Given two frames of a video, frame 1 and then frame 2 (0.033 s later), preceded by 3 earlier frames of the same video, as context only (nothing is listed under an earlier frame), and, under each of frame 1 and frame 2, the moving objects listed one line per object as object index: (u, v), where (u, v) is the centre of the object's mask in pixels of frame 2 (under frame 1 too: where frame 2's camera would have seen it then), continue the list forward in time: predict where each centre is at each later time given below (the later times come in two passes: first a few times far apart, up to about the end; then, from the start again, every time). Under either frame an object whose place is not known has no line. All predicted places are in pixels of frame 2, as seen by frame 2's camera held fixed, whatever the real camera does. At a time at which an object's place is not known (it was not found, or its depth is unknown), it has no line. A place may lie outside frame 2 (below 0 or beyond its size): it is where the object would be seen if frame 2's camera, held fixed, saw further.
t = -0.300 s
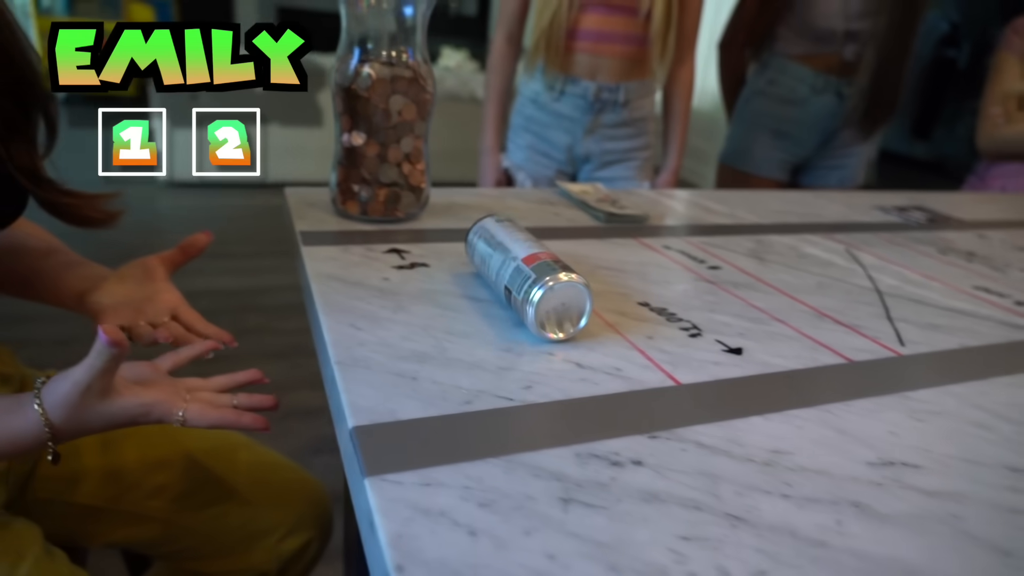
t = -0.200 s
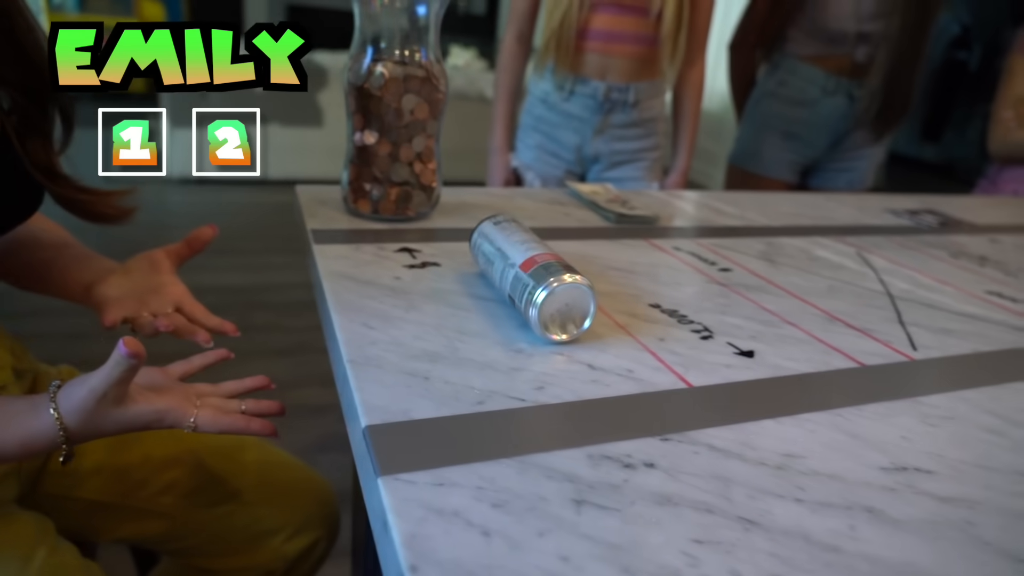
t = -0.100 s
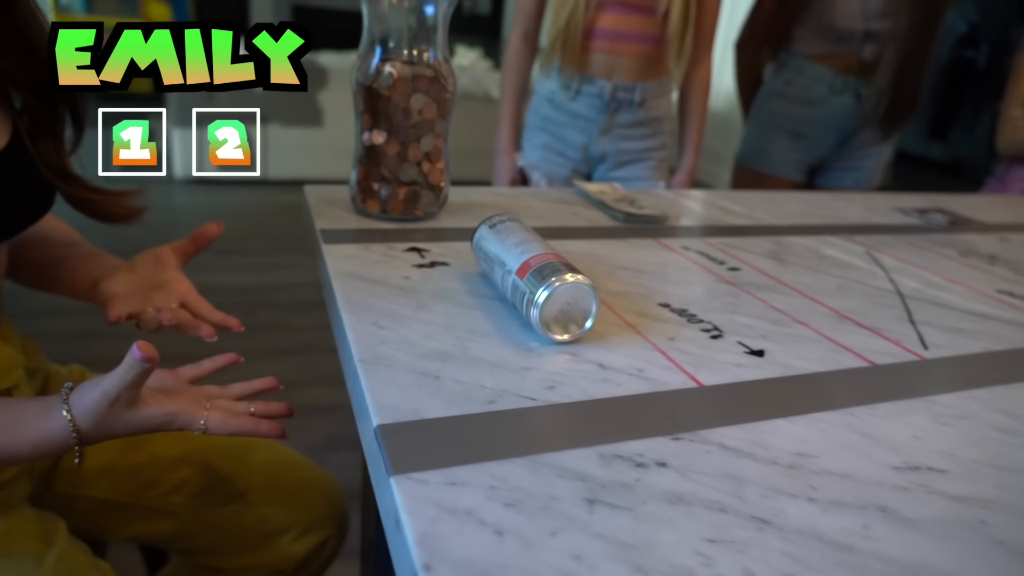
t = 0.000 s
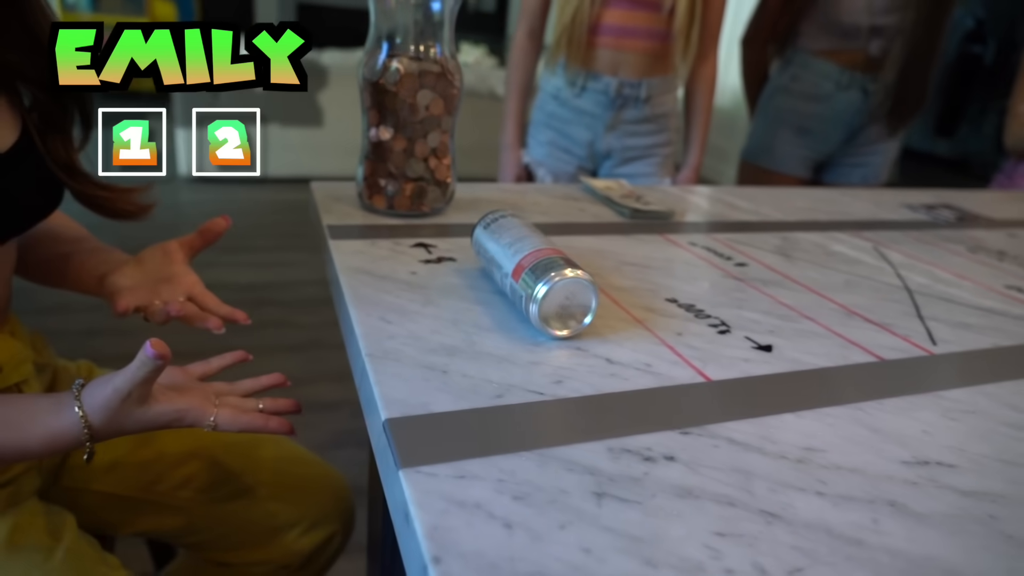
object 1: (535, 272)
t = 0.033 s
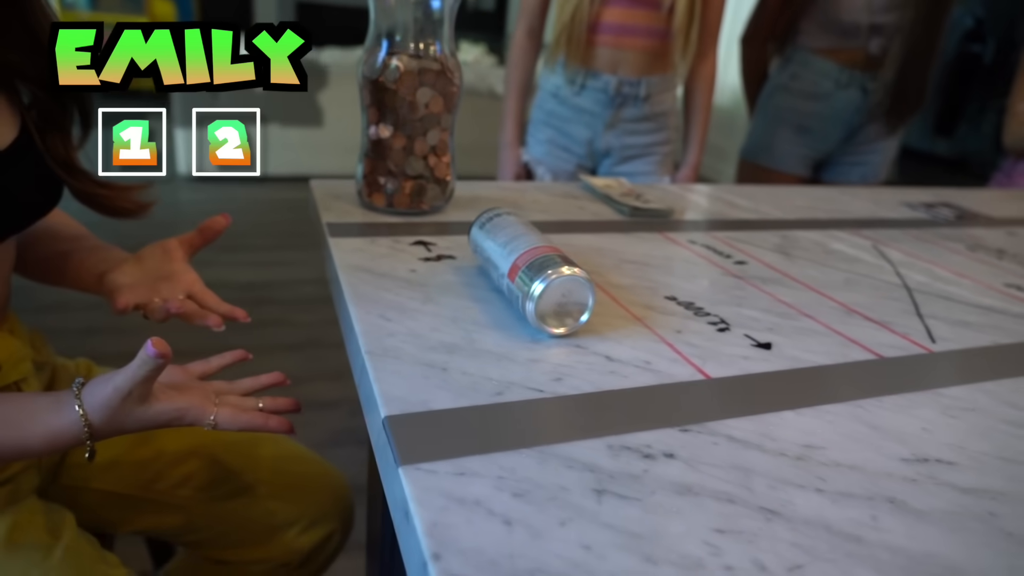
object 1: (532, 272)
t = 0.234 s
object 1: (518, 273)
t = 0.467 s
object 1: (495, 274)
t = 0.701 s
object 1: (476, 275)
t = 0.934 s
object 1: (458, 276)
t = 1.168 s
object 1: (439, 277)
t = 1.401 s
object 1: (419, 278)
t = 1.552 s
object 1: (403, 279)
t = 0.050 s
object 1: (531, 272)
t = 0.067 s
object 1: (530, 272)
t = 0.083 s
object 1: (528, 272)
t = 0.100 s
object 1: (527, 272)
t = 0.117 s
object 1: (526, 272)
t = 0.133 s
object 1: (525, 272)
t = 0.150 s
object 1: (524, 272)
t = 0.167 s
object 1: (523, 273)
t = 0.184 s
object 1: (522, 273)
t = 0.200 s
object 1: (520, 273)
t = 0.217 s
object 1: (519, 273)
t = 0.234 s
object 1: (518, 273)
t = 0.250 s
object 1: (516, 273)
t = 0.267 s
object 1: (514, 274)
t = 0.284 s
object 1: (512, 274)
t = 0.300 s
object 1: (510, 274)
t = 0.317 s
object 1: (508, 274)
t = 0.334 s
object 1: (507, 274)
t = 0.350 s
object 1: (505, 274)
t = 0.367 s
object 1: (504, 274)
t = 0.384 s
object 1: (502, 274)
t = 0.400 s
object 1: (501, 274)
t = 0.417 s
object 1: (499, 274)
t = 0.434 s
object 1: (498, 274)
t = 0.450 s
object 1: (496, 274)
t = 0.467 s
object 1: (495, 274)
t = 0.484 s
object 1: (494, 274)
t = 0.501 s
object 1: (492, 274)
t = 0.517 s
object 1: (491, 274)
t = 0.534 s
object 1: (490, 274)
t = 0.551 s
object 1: (488, 274)
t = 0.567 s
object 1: (487, 274)
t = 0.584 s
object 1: (485, 274)
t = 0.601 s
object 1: (484, 275)
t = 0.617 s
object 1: (483, 275)
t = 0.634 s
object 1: (482, 275)
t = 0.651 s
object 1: (480, 275)
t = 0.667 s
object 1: (479, 275)
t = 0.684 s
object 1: (477, 275)
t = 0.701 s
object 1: (476, 275)
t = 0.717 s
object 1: (475, 275)
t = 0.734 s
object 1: (473, 275)
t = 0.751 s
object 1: (472, 275)
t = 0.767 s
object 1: (471, 275)
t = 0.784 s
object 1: (470, 275)
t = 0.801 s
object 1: (468, 276)
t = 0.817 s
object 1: (467, 276)
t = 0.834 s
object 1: (466, 276)
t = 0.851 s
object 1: (464, 276)
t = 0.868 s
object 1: (463, 276)
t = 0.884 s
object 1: (462, 276)
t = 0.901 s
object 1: (460, 276)
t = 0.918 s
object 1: (459, 276)
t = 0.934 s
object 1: (458, 276)
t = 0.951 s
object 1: (456, 276)
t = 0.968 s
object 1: (455, 276)
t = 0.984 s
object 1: (453, 277)
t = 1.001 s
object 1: (452, 277)
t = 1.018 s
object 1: (451, 277)
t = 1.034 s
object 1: (450, 277)
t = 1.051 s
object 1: (448, 277)
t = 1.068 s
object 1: (447, 277)
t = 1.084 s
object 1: (446, 277)
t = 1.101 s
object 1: (445, 277)
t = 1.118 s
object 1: (443, 277)
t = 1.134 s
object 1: (442, 277)
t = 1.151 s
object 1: (440, 277)
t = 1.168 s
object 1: (439, 277)
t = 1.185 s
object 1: (438, 278)
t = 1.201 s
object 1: (436, 278)
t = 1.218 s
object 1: (435, 278)
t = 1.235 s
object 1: (433, 278)
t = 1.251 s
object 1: (432, 278)
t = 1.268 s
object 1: (431, 278)
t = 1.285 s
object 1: (429, 278)
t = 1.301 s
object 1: (428, 278)
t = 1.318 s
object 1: (426, 278)
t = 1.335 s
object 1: (425, 278)
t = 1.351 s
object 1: (423, 278)
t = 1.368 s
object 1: (422, 278)
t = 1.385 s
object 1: (420, 278)
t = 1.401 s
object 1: (419, 278)
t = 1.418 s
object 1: (417, 278)
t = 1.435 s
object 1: (415, 279)
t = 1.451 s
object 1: (414, 279)
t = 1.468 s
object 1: (412, 279)
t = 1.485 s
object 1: (411, 279)
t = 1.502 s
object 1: (409, 279)
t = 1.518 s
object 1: (407, 279)
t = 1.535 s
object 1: (405, 279)
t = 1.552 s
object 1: (403, 279)
